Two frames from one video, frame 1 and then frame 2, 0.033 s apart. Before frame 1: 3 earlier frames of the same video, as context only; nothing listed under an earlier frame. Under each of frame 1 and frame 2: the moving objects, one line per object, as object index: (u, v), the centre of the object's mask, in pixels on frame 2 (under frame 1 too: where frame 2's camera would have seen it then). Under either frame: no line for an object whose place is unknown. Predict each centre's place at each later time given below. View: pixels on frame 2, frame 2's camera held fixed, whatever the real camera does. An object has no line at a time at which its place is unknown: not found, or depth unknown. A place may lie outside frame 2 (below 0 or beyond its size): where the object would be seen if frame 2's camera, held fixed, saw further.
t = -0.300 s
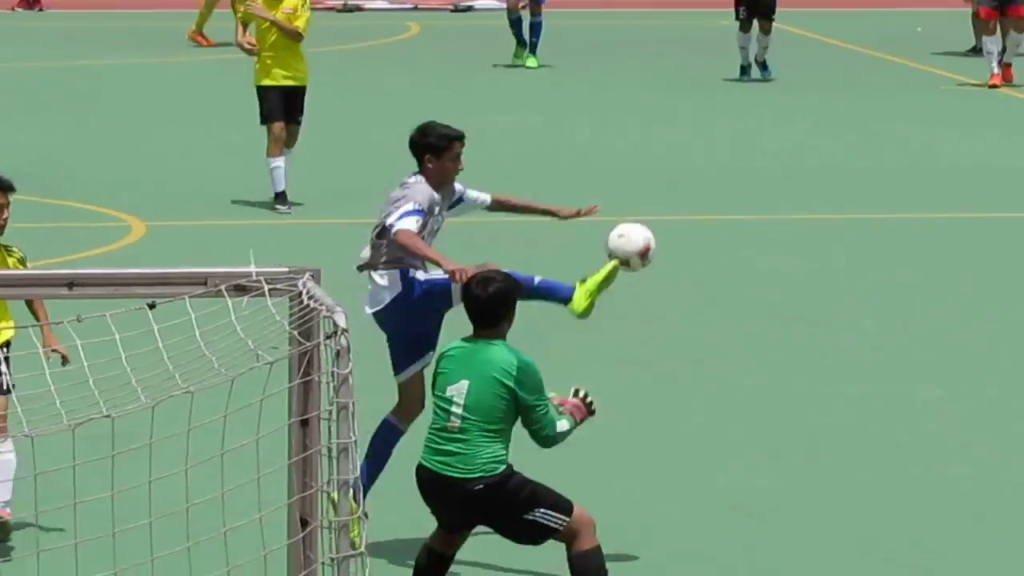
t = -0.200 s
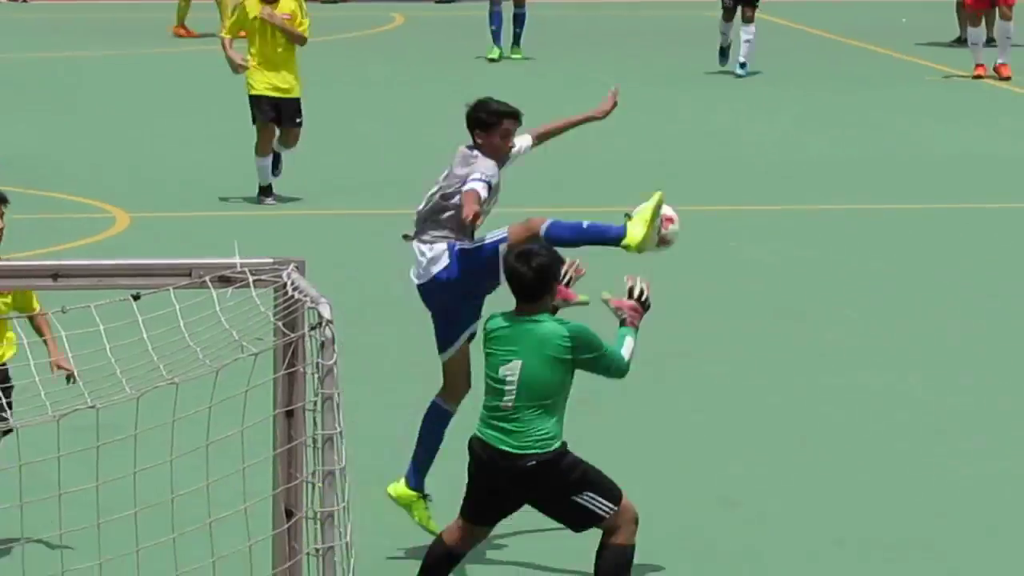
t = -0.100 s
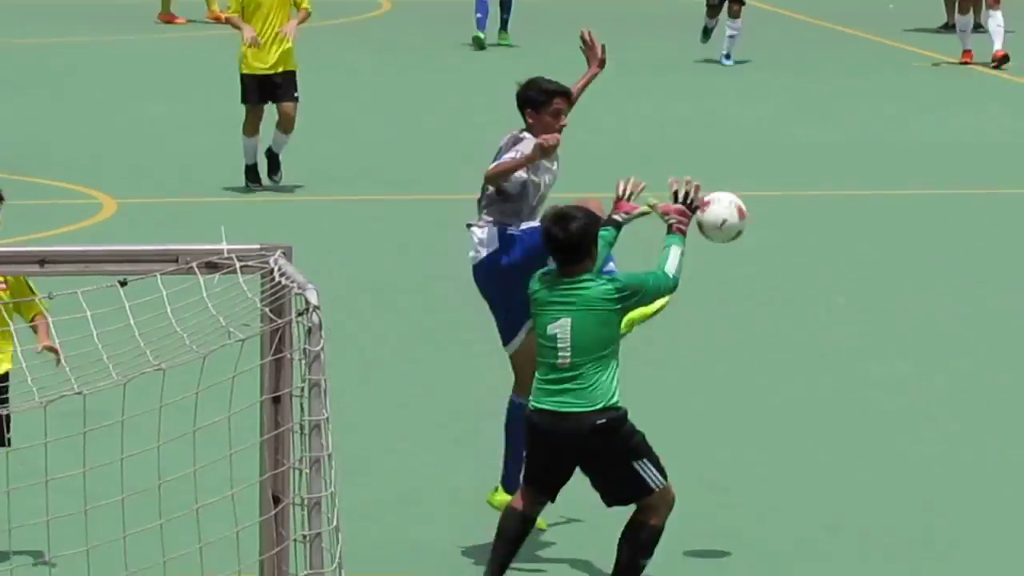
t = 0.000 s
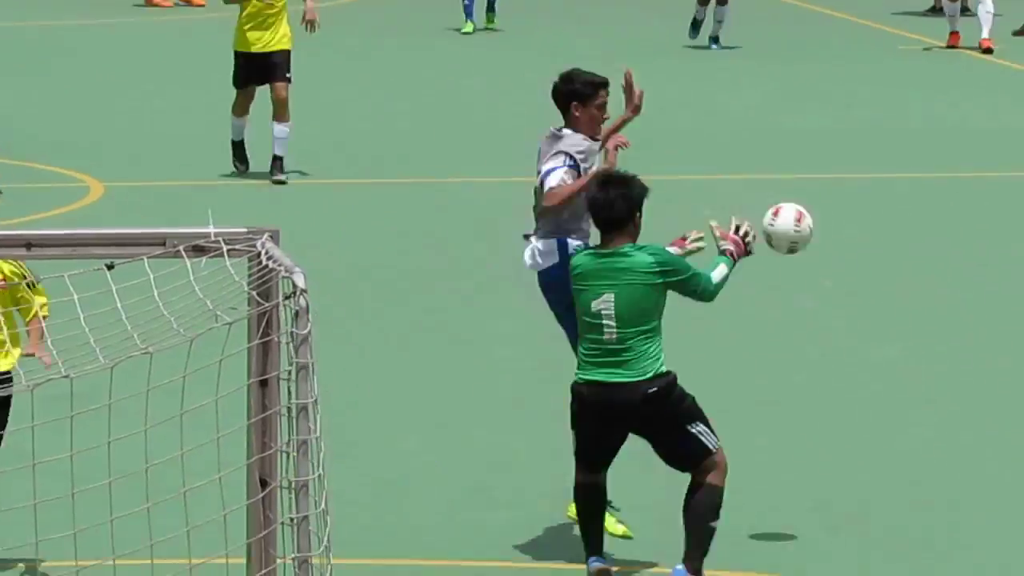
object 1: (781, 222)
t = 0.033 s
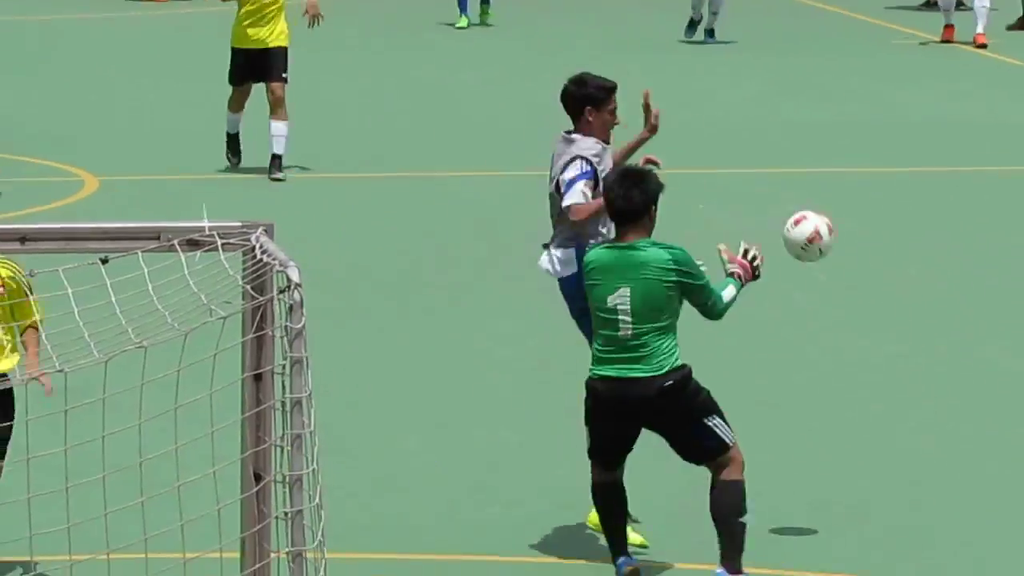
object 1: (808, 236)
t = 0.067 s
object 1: (836, 252)
